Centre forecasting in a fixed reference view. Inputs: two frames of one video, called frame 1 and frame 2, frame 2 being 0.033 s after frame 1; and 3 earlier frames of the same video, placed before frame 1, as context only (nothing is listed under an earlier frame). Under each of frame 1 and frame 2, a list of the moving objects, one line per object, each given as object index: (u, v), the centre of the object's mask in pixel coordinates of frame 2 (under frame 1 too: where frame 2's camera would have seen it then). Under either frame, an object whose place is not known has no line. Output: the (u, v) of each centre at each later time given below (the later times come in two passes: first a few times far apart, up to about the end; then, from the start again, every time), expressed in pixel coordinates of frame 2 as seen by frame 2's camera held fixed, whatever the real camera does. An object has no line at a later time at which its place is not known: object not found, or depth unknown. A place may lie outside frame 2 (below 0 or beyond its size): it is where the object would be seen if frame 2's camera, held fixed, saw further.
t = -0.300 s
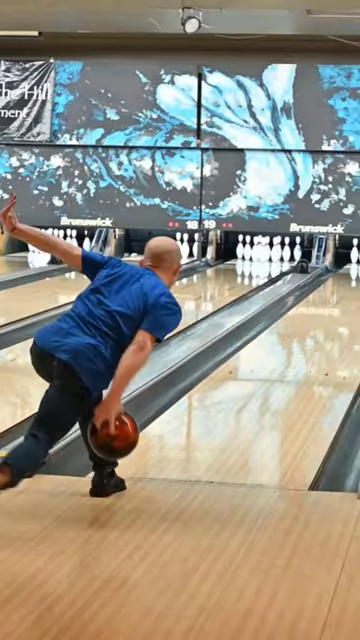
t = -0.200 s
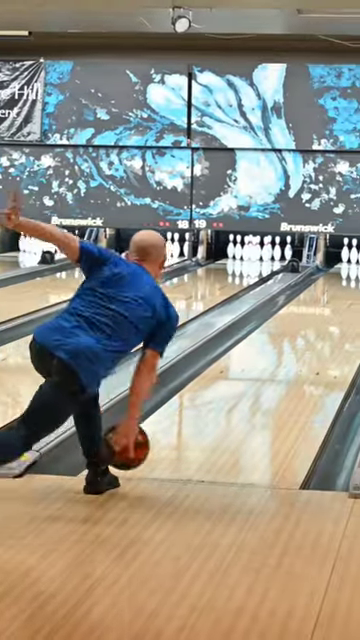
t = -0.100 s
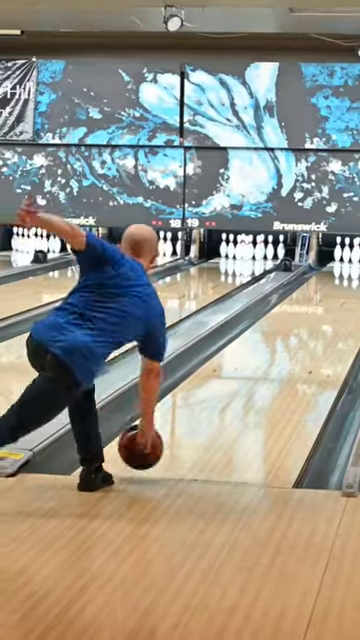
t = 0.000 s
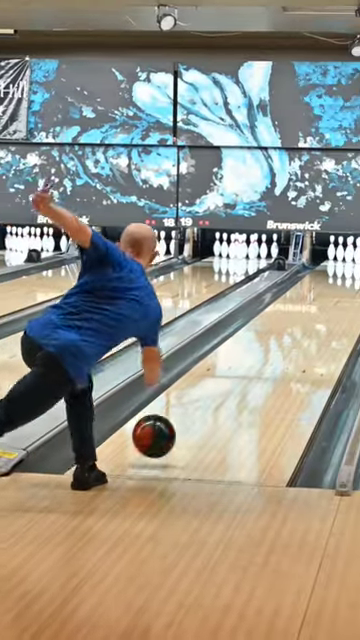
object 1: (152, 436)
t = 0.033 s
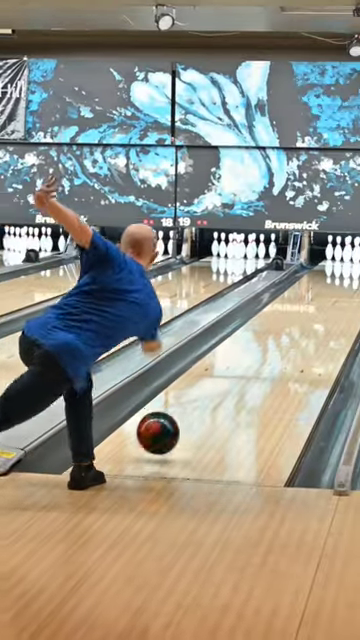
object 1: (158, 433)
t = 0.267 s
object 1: (194, 413)
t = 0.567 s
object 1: (231, 386)
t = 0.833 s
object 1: (277, 351)
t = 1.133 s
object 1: (316, 324)
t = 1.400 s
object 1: (341, 305)
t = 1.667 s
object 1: (359, 290)
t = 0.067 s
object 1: (163, 430)
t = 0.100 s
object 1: (169, 429)
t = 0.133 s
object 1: (174, 428)
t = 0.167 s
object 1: (179, 425)
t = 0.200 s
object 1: (184, 420)
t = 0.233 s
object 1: (189, 416)
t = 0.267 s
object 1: (194, 413)
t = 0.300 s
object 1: (199, 410)
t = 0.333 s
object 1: (203, 407)
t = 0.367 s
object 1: (207, 404)
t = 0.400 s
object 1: (211, 401)
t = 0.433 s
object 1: (216, 398)
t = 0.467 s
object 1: (220, 395)
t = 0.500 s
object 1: (224, 392)
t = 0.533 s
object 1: (228, 389)
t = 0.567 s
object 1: (231, 386)
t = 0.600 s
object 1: (235, 383)
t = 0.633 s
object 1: (242, 378)
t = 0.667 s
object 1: (248, 373)
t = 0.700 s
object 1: (255, 368)
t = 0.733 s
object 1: (261, 364)
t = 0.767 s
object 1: (267, 359)
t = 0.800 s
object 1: (272, 355)
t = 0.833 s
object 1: (277, 351)
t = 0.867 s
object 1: (282, 348)
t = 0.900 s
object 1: (287, 345)
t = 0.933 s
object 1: (292, 341)
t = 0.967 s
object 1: (296, 338)
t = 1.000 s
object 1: (300, 335)
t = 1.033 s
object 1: (305, 332)
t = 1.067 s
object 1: (308, 329)
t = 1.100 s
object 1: (312, 327)
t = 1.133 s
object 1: (316, 324)
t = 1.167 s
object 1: (319, 321)
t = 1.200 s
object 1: (323, 319)
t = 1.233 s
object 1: (326, 317)
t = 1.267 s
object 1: (329, 314)
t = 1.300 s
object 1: (332, 312)
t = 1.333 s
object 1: (335, 309)
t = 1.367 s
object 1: (338, 307)
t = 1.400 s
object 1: (341, 305)
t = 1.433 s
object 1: (343, 303)
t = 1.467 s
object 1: (345, 301)
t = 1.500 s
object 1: (348, 299)
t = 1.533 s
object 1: (350, 298)
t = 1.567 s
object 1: (352, 296)
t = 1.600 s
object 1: (355, 294)
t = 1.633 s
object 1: (357, 292)
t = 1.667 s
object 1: (359, 290)
